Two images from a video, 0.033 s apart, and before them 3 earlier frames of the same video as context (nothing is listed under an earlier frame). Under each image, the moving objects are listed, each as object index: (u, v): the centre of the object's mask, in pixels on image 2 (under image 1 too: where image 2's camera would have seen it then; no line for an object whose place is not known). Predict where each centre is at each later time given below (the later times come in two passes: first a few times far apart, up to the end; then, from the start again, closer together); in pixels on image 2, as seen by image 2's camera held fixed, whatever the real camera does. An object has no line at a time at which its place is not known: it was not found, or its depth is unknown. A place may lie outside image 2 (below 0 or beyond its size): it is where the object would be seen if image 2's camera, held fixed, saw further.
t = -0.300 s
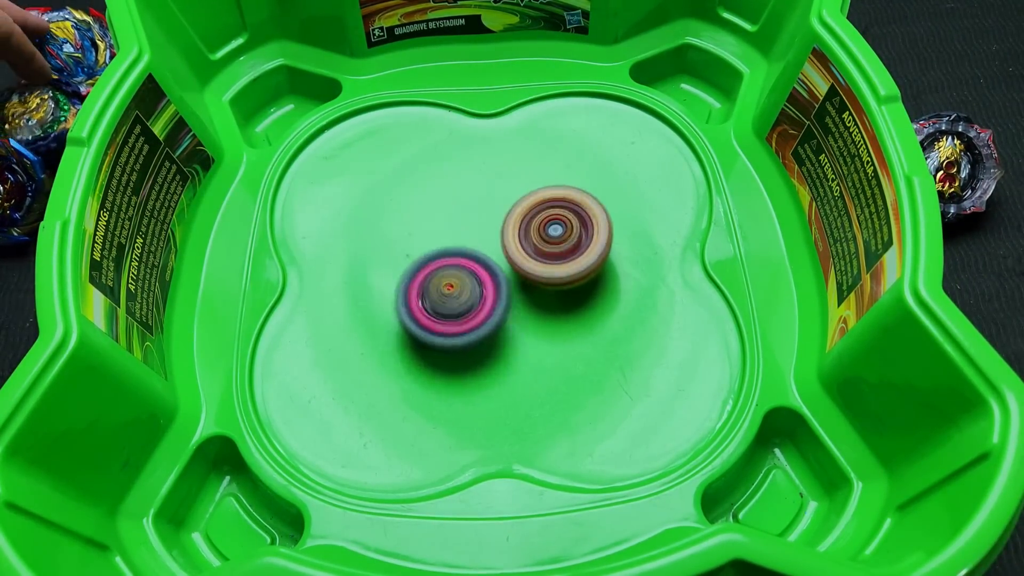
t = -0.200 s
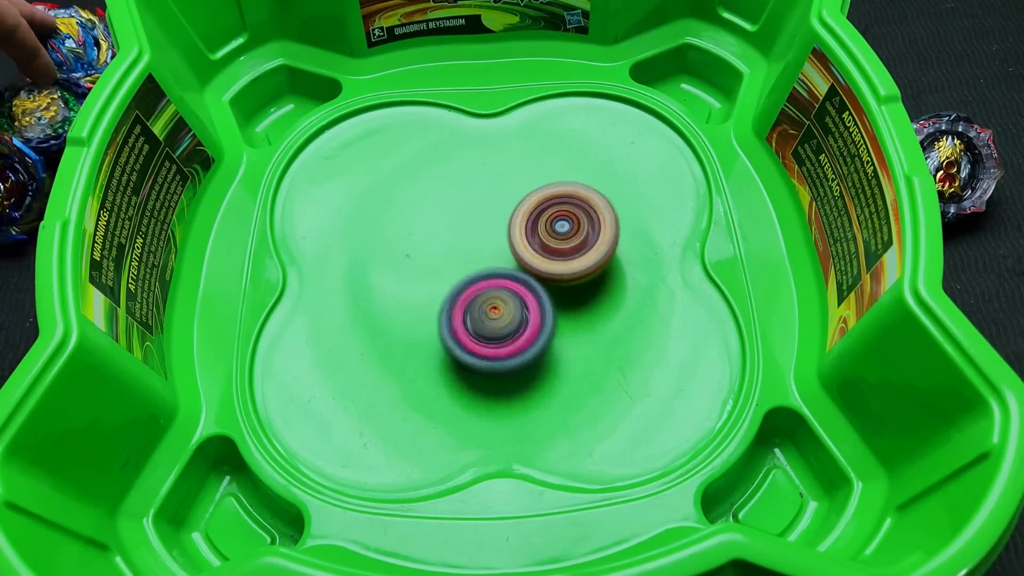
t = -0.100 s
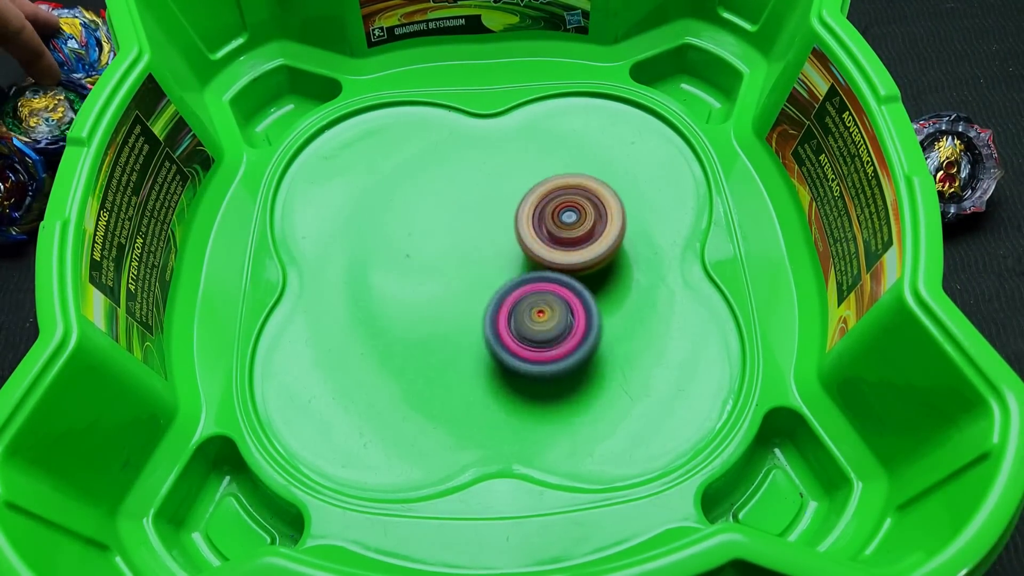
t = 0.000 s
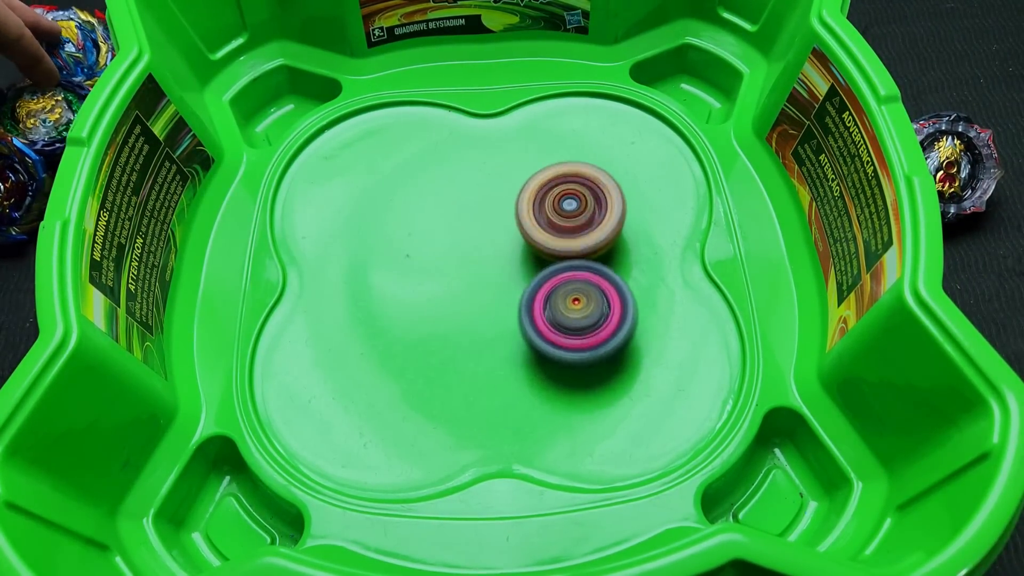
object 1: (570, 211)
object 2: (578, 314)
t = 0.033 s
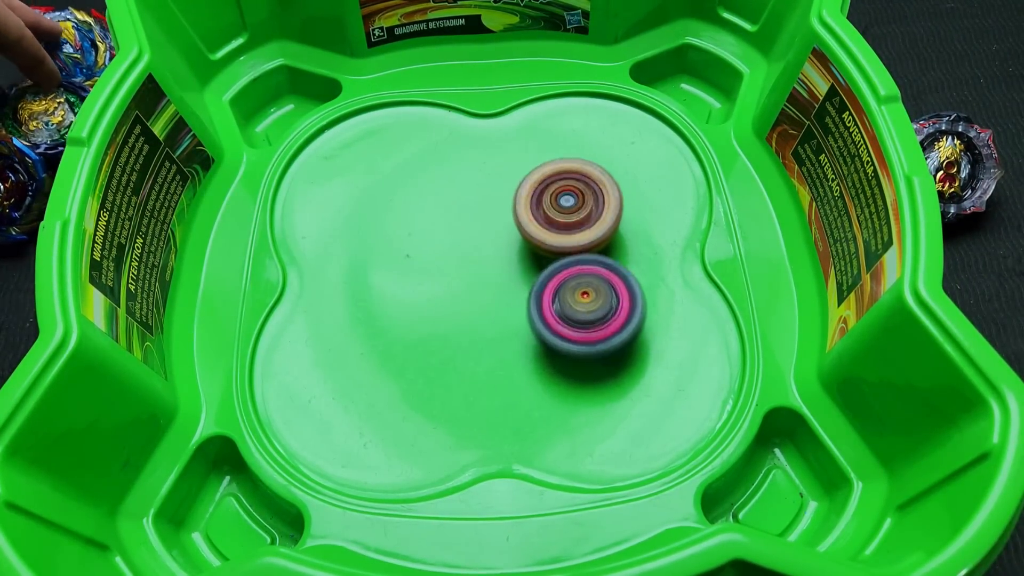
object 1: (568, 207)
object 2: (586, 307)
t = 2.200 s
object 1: (419, 215)
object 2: (453, 313)
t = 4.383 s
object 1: (550, 331)
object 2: (469, 236)
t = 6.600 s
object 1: (452, 256)
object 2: (579, 238)
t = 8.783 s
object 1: (511, 223)
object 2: (416, 287)
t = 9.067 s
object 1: (533, 247)
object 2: (399, 264)
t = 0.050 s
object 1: (566, 205)
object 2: (590, 304)
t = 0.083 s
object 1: (561, 201)
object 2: (596, 298)
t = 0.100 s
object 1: (559, 199)
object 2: (598, 295)
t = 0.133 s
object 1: (553, 196)
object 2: (600, 287)
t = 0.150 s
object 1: (550, 194)
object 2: (601, 283)
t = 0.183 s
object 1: (544, 192)
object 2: (602, 278)
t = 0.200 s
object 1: (540, 191)
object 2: (601, 275)
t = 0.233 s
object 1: (533, 188)
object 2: (599, 271)
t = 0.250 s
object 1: (529, 188)
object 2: (598, 269)
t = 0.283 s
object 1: (522, 187)
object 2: (593, 266)
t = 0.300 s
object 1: (519, 187)
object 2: (590, 264)
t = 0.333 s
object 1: (509, 183)
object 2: (586, 266)
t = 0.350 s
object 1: (504, 182)
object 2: (584, 267)
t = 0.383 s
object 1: (495, 181)
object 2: (577, 267)
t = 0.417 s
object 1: (486, 183)
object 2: (570, 270)
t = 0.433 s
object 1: (483, 184)
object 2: (566, 271)
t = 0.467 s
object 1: (476, 187)
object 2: (557, 275)
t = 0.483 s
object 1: (473, 188)
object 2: (554, 278)
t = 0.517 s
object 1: (467, 191)
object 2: (546, 283)
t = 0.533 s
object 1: (464, 192)
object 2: (543, 286)
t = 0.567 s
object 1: (458, 195)
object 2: (537, 292)
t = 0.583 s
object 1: (455, 198)
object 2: (535, 296)
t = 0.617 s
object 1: (450, 202)
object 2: (532, 302)
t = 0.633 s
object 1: (448, 204)
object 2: (530, 306)
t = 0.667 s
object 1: (444, 208)
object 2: (529, 312)
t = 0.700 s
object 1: (440, 213)
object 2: (529, 319)
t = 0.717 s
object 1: (438, 215)
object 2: (529, 322)
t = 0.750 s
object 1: (435, 220)
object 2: (530, 327)
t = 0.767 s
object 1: (433, 222)
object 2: (531, 329)
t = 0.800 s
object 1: (431, 227)
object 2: (533, 333)
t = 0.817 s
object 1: (429, 229)
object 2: (535, 335)
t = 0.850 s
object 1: (427, 234)
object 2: (538, 338)
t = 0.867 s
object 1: (426, 236)
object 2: (539, 338)
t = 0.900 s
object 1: (425, 241)
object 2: (541, 338)
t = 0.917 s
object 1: (425, 243)
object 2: (542, 338)
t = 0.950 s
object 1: (424, 248)
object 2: (542, 335)
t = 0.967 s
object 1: (423, 250)
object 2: (542, 333)
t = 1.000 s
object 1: (423, 255)
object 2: (540, 328)
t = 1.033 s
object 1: (423, 259)
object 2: (536, 323)
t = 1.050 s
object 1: (424, 262)
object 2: (532, 320)
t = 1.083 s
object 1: (423, 264)
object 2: (526, 316)
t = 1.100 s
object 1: (421, 264)
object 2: (524, 316)
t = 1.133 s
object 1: (412, 258)
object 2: (527, 320)
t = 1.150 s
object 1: (408, 255)
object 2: (526, 321)
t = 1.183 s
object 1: (404, 250)
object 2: (525, 323)
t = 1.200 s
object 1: (404, 249)
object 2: (523, 322)
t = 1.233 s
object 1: (406, 249)
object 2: (521, 321)
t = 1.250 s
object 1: (408, 250)
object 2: (519, 321)
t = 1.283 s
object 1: (411, 253)
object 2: (515, 321)
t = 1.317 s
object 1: (415, 258)
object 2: (510, 320)
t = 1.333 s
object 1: (414, 257)
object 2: (511, 321)
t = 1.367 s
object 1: (407, 250)
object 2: (514, 329)
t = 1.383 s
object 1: (404, 248)
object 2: (514, 329)
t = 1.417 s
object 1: (400, 246)
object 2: (513, 332)
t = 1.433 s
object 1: (398, 246)
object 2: (512, 331)
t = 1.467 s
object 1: (395, 245)
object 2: (510, 331)
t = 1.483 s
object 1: (394, 244)
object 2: (509, 329)
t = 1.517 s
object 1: (392, 244)
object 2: (505, 327)
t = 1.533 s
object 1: (390, 244)
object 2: (502, 325)
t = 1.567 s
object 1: (388, 243)
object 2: (498, 323)
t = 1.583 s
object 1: (388, 243)
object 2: (495, 321)
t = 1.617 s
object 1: (386, 242)
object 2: (489, 319)
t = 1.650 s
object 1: (385, 242)
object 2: (481, 317)
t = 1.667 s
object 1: (385, 241)
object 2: (477, 317)
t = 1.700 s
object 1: (385, 240)
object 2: (469, 317)
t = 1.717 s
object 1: (385, 239)
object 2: (466, 317)
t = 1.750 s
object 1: (384, 238)
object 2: (459, 319)
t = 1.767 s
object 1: (384, 237)
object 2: (457, 320)
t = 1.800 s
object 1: (385, 236)
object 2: (451, 322)
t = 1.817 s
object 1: (386, 236)
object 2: (449, 323)
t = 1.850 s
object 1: (387, 234)
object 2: (445, 326)
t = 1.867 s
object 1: (388, 234)
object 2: (445, 326)
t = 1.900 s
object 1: (390, 233)
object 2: (443, 327)
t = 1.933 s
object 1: (392, 233)
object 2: (441, 328)
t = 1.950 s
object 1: (393, 232)
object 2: (441, 328)
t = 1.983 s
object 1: (396, 231)
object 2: (441, 327)
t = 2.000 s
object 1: (398, 231)
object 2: (442, 327)
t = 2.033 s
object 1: (402, 229)
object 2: (443, 325)
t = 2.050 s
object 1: (403, 227)
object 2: (444, 326)
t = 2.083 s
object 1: (407, 224)
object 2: (446, 325)
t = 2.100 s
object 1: (409, 222)
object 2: (447, 324)
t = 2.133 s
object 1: (412, 220)
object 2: (450, 321)
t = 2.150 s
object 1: (414, 219)
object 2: (451, 319)
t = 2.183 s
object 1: (418, 217)
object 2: (453, 314)
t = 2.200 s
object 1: (419, 215)
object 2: (453, 313)
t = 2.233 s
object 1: (423, 212)
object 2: (455, 310)
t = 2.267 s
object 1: (427, 209)
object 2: (458, 307)
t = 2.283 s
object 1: (429, 206)
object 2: (458, 306)
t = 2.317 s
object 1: (433, 203)
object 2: (459, 303)
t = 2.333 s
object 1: (434, 201)
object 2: (459, 301)
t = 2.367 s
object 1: (438, 197)
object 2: (460, 299)
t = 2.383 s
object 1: (440, 190)
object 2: (460, 299)
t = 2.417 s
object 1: (444, 184)
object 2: (460, 298)
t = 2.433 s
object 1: (446, 180)
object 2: (459, 297)
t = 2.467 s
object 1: (448, 175)
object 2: (460, 296)
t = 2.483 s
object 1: (450, 173)
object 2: (460, 294)
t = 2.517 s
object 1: (454, 169)
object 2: (459, 292)
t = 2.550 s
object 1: (458, 168)
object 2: (458, 290)
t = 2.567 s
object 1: (460, 166)
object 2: (458, 288)
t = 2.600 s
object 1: (463, 165)
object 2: (456, 284)
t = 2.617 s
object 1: (465, 165)
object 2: (454, 283)
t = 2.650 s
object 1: (469, 164)
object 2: (451, 281)
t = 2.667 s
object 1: (471, 163)
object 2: (451, 279)
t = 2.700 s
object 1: (475, 164)
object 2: (448, 277)
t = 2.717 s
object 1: (477, 164)
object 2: (446, 276)
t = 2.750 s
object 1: (481, 164)
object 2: (444, 275)
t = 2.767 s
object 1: (482, 165)
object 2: (443, 275)
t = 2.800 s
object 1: (487, 166)
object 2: (441, 274)
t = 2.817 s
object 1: (488, 166)
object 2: (440, 274)
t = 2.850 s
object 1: (492, 168)
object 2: (439, 274)
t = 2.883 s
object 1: (496, 169)
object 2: (439, 274)
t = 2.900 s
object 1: (498, 170)
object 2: (439, 273)
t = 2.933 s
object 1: (503, 173)
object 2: (439, 273)
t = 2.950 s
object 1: (504, 174)
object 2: (440, 273)
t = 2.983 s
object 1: (508, 177)
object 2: (443, 272)
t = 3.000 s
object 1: (510, 178)
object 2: (443, 271)
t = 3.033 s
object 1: (514, 181)
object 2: (445, 269)
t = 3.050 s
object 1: (516, 183)
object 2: (447, 268)
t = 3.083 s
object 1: (521, 185)
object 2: (449, 265)
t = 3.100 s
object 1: (525, 184)
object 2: (447, 264)
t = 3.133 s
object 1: (532, 186)
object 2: (445, 263)
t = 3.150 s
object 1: (536, 187)
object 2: (445, 263)
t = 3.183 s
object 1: (541, 188)
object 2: (444, 261)
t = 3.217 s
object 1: (547, 190)
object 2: (444, 261)
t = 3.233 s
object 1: (549, 191)
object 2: (445, 261)
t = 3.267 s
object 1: (553, 195)
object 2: (446, 261)
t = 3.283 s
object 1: (555, 196)
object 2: (446, 261)
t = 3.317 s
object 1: (557, 200)
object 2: (448, 260)
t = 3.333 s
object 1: (558, 202)
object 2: (449, 261)
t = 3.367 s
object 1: (560, 205)
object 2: (450, 259)
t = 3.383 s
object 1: (560, 208)
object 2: (451, 258)
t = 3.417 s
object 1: (563, 212)
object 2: (453, 257)
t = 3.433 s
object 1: (563, 214)
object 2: (455, 255)
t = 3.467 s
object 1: (568, 218)
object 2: (453, 253)
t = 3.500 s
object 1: (574, 221)
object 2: (450, 253)
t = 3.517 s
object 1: (576, 224)
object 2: (449, 253)
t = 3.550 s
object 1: (579, 228)
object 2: (448, 252)
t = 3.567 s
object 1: (579, 229)
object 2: (447, 253)
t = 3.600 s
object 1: (581, 234)
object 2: (447, 254)
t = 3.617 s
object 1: (582, 235)
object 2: (446, 253)
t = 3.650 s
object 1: (583, 239)
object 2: (447, 255)
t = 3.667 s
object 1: (583, 241)
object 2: (448, 255)
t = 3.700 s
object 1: (583, 245)
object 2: (450, 254)
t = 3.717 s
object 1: (583, 247)
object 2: (452, 255)
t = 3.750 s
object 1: (582, 250)
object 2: (456, 254)
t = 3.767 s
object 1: (582, 253)
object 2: (458, 254)
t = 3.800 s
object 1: (582, 257)
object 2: (461, 253)
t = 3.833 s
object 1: (580, 262)
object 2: (465, 251)
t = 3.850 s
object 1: (580, 264)
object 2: (466, 249)
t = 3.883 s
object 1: (583, 271)
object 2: (463, 244)
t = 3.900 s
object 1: (584, 273)
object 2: (462, 243)
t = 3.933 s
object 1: (582, 278)
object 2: (459, 240)
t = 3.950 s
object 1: (582, 280)
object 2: (457, 239)
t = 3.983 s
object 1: (581, 284)
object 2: (453, 238)
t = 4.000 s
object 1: (580, 285)
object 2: (452, 238)
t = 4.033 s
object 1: (579, 289)
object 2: (448, 240)
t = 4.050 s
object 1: (578, 291)
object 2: (447, 241)
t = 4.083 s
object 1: (577, 295)
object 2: (447, 244)
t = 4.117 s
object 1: (574, 299)
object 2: (446, 247)
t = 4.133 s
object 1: (573, 302)
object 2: (447, 249)
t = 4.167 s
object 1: (569, 305)
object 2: (451, 251)
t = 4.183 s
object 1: (568, 308)
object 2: (453, 252)
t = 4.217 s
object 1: (564, 311)
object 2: (460, 255)
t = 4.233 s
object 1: (561, 313)
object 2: (463, 255)
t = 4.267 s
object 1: (559, 318)
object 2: (467, 252)
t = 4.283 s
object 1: (559, 322)
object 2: (469, 250)
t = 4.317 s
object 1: (558, 327)
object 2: (470, 245)
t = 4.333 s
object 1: (555, 328)
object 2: (470, 243)
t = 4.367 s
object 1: (552, 329)
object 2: (470, 238)
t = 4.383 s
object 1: (550, 331)
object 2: (469, 236)
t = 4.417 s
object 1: (546, 333)
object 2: (467, 233)
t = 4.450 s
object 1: (540, 334)
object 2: (465, 230)
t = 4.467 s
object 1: (539, 335)
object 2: (462, 229)
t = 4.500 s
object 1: (534, 334)
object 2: (459, 229)
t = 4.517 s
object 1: (532, 336)
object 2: (458, 230)
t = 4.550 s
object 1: (526, 336)
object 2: (454, 230)
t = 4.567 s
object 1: (523, 337)
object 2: (454, 232)
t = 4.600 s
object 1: (518, 335)
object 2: (453, 235)
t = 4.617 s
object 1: (515, 335)
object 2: (453, 237)
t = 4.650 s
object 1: (510, 334)
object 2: (456, 242)
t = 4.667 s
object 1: (506, 334)
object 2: (457, 242)
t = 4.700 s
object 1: (502, 335)
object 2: (460, 244)
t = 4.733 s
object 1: (498, 339)
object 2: (464, 241)
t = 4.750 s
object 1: (496, 339)
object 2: (465, 240)
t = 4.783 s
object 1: (490, 338)
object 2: (468, 239)
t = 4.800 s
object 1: (489, 337)
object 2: (469, 237)
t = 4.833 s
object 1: (483, 336)
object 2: (471, 235)
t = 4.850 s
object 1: (482, 335)
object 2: (473, 234)
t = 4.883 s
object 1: (476, 332)
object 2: (474, 232)
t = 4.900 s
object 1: (475, 331)
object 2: (474, 231)
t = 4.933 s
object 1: (470, 328)
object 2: (476, 229)
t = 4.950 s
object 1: (468, 327)
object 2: (475, 228)
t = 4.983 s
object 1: (462, 325)
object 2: (476, 226)
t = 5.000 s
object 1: (461, 324)
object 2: (476, 224)
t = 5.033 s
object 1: (456, 320)
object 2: (476, 222)
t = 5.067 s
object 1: (453, 317)
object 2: (476, 220)
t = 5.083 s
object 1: (451, 315)
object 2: (475, 220)
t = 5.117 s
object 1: (447, 313)
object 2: (475, 218)
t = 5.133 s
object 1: (444, 312)
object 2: (475, 217)
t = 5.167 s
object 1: (439, 312)
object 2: (476, 215)
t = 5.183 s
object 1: (436, 312)
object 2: (477, 213)
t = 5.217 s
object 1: (433, 311)
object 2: (475, 212)
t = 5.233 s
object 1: (431, 311)
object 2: (475, 212)
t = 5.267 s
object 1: (429, 310)
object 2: (474, 210)
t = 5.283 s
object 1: (427, 309)
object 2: (474, 211)
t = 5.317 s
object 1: (425, 308)
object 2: (473, 212)
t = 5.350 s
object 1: (422, 308)
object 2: (474, 214)
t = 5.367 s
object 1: (421, 306)
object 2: (475, 215)
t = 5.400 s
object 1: (418, 306)
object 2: (476, 219)
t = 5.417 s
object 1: (416, 304)
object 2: (478, 221)
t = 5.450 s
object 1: (412, 303)
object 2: (481, 223)
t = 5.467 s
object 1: (410, 301)
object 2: (484, 225)
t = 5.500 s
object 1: (406, 299)
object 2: (489, 227)
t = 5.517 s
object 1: (403, 297)
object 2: (492, 228)
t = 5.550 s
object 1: (400, 293)
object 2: (499, 229)
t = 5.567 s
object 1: (398, 289)
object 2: (501, 230)
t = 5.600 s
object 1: (397, 284)
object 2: (507, 231)
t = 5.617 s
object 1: (396, 281)
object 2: (510, 231)
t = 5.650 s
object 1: (396, 277)
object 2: (514, 231)
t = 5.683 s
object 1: (397, 274)
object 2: (518, 229)
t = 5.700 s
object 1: (398, 272)
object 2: (519, 229)
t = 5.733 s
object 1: (400, 270)
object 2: (522, 227)
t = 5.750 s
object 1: (401, 268)
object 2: (523, 226)
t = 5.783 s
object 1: (404, 266)
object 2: (524, 226)
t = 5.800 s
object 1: (405, 265)
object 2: (524, 225)
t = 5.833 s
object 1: (409, 263)
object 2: (524, 225)
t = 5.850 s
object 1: (410, 261)
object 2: (525, 225)
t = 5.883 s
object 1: (414, 259)
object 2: (523, 227)
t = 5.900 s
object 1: (414, 258)
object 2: (523, 228)
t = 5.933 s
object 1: (413, 255)
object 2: (525, 229)
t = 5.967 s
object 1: (415, 254)
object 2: (530, 231)
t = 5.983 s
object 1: (415, 253)
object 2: (530, 231)
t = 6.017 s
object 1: (418, 252)
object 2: (534, 233)
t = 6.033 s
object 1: (420, 252)
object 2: (535, 233)
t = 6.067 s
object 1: (424, 251)
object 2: (537, 235)
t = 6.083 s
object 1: (422, 250)
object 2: (540, 235)
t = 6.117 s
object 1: (421, 248)
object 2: (548, 235)
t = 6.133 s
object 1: (421, 249)
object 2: (551, 235)
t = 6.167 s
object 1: (424, 248)
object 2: (557, 234)
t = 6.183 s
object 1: (426, 248)
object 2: (560, 233)
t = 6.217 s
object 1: (430, 248)
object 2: (564, 232)
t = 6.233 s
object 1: (433, 248)
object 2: (566, 231)
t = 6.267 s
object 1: (437, 249)
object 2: (567, 229)
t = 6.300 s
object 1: (441, 249)
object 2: (568, 228)
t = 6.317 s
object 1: (444, 250)
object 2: (568, 228)
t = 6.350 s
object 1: (449, 250)
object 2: (567, 227)
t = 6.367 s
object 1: (452, 250)
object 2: (565, 228)
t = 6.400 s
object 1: (452, 251)
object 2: (567, 229)
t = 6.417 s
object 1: (450, 250)
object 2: (568, 229)
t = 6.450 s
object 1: (450, 251)
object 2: (572, 231)
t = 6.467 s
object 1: (451, 251)
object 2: (572, 231)
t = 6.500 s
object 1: (454, 252)
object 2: (573, 232)
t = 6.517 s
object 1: (456, 254)
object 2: (572, 233)
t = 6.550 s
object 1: (458, 254)
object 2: (573, 235)
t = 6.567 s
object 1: (459, 255)
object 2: (572, 236)
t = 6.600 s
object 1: (452, 256)
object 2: (579, 238)
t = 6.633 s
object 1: (448, 256)
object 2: (585, 240)
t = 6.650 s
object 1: (448, 257)
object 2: (588, 240)
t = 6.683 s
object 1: (446, 258)
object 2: (591, 241)
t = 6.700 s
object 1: (448, 258)
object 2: (593, 241)
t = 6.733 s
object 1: (449, 259)
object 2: (594, 242)
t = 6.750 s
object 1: (450, 259)
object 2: (595, 243)
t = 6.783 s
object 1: (452, 260)
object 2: (594, 245)
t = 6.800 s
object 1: (453, 261)
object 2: (593, 245)
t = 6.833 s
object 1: (455, 262)
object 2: (590, 247)
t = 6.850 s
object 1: (457, 263)
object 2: (588, 248)
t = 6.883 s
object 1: (459, 265)
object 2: (583, 251)
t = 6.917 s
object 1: (461, 266)
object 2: (577, 255)
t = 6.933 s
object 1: (460, 266)
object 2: (576, 257)
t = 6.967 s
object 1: (455, 267)
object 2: (576, 263)
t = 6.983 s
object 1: (455, 267)
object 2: (577, 265)
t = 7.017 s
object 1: (454, 269)
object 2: (575, 270)
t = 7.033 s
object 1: (453, 270)
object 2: (575, 272)
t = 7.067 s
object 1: (453, 272)
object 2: (573, 278)
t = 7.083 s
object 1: (453, 273)
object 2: (572, 279)
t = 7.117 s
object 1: (452, 275)
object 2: (571, 284)
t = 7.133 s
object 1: (453, 275)
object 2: (570, 286)
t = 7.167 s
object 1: (452, 275)
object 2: (569, 291)
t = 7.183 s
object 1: (451, 276)
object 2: (568, 292)
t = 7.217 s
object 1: (446, 274)
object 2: (573, 298)
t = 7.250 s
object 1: (440, 273)
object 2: (578, 303)
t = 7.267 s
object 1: (438, 273)
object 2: (580, 305)
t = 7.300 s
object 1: (437, 273)
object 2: (583, 308)
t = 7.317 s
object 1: (437, 273)
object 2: (584, 308)
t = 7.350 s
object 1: (437, 274)
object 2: (586, 311)
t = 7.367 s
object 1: (436, 273)
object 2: (586, 312)
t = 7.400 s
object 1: (435, 274)
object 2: (586, 313)
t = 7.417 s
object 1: (435, 274)
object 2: (584, 313)
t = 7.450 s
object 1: (434, 273)
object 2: (581, 313)
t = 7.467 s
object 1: (435, 274)
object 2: (578, 312)
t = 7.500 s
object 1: (435, 274)
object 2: (572, 311)
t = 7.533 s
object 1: (435, 273)
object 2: (566, 310)
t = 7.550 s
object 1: (436, 272)
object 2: (561, 310)
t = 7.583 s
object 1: (436, 272)
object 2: (554, 309)
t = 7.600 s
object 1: (436, 271)
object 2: (550, 309)
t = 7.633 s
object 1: (434, 268)
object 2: (544, 310)
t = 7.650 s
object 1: (433, 267)
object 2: (543, 312)
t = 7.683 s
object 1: (431, 264)
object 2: (537, 314)
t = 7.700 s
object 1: (430, 262)
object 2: (535, 314)
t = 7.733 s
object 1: (430, 259)
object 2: (529, 317)
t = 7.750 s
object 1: (429, 258)
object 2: (526, 317)
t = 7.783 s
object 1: (428, 254)
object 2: (522, 320)
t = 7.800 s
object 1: (428, 254)
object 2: (519, 321)
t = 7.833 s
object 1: (428, 252)
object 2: (515, 325)
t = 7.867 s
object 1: (428, 249)
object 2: (512, 328)
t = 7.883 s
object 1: (428, 247)
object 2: (509, 328)
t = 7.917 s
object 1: (429, 246)
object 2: (506, 330)
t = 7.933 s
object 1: (428, 245)
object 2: (503, 330)
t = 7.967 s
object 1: (429, 243)
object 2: (499, 331)
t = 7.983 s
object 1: (431, 242)
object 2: (497, 332)
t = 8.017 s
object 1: (432, 240)
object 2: (492, 331)
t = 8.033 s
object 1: (432, 239)
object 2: (491, 332)
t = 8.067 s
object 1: (434, 237)
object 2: (486, 331)
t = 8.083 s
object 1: (435, 237)
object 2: (483, 330)
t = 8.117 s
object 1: (437, 234)
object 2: (479, 330)
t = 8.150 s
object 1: (440, 232)
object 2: (475, 332)
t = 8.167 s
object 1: (442, 230)
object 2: (473, 332)
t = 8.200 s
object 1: (446, 228)
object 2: (470, 332)
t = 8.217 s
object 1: (447, 227)
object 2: (467, 332)
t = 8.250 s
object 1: (450, 225)
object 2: (464, 331)
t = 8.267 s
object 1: (452, 224)
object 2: (462, 331)
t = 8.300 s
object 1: (456, 223)
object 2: (459, 328)
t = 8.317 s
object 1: (457, 221)
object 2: (458, 328)
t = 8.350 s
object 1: (461, 220)
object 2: (454, 325)
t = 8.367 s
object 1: (463, 220)
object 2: (453, 322)
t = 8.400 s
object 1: (467, 218)
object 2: (449, 320)
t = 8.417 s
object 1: (471, 217)
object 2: (447, 319)
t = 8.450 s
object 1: (475, 216)
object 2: (442, 317)
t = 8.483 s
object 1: (479, 216)
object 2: (438, 316)
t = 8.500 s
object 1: (481, 215)
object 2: (435, 315)
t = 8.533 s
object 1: (485, 214)
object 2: (432, 313)
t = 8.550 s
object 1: (487, 215)
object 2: (430, 312)
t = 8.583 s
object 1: (491, 215)
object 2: (427, 309)
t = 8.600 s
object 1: (492, 214)
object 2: (427, 307)
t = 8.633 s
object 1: (496, 215)
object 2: (424, 304)
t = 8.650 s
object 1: (498, 216)
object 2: (423, 302)
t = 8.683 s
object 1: (501, 218)
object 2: (421, 298)
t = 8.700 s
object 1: (503, 217)
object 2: (420, 297)
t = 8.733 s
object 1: (507, 220)
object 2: (418, 293)
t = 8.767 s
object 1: (510, 222)
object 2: (417, 289)
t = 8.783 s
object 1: (511, 223)
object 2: (416, 287)
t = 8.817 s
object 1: (513, 225)
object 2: (415, 283)
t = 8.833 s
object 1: (515, 226)
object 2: (415, 282)
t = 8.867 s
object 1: (520, 229)
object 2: (411, 277)
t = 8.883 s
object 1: (522, 229)
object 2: (409, 276)
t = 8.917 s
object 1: (526, 232)
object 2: (405, 274)
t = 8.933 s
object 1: (527, 234)
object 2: (403, 273)
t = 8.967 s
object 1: (529, 237)
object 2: (401, 270)
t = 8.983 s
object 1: (530, 238)
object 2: (400, 270)
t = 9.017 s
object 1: (532, 241)
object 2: (398, 267)
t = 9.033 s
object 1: (532, 243)
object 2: (399, 267)
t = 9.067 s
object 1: (533, 247)
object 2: (399, 264)
